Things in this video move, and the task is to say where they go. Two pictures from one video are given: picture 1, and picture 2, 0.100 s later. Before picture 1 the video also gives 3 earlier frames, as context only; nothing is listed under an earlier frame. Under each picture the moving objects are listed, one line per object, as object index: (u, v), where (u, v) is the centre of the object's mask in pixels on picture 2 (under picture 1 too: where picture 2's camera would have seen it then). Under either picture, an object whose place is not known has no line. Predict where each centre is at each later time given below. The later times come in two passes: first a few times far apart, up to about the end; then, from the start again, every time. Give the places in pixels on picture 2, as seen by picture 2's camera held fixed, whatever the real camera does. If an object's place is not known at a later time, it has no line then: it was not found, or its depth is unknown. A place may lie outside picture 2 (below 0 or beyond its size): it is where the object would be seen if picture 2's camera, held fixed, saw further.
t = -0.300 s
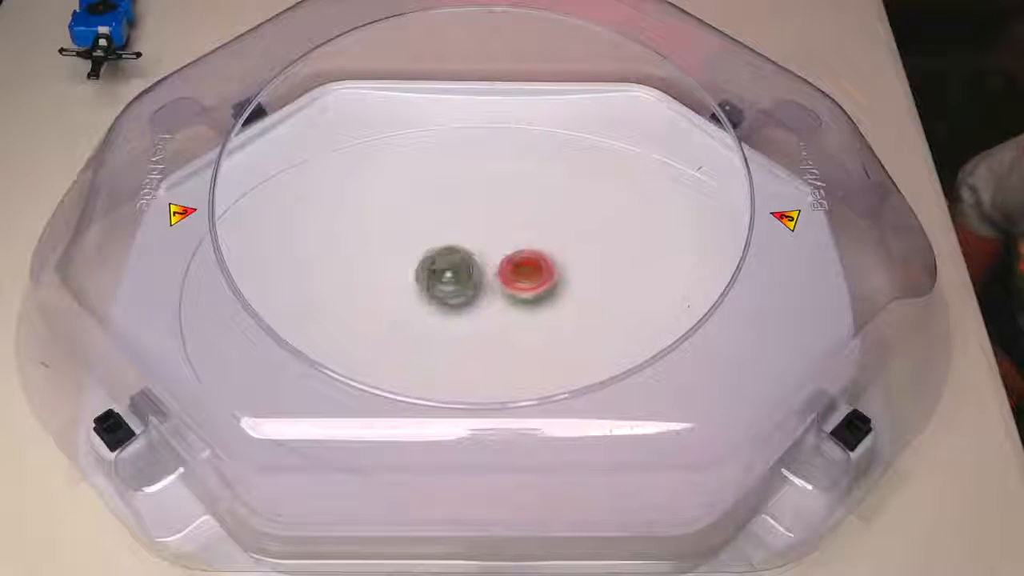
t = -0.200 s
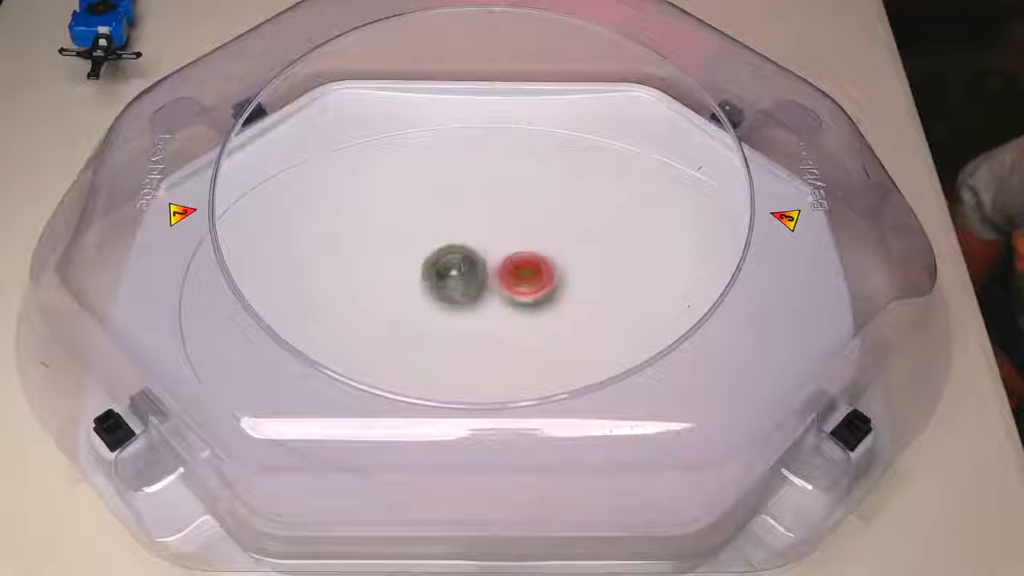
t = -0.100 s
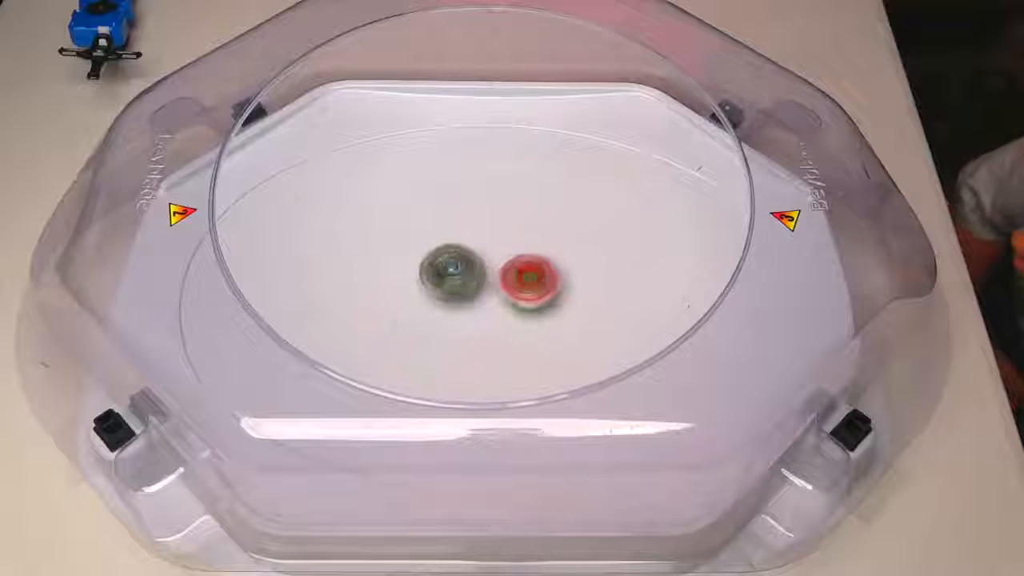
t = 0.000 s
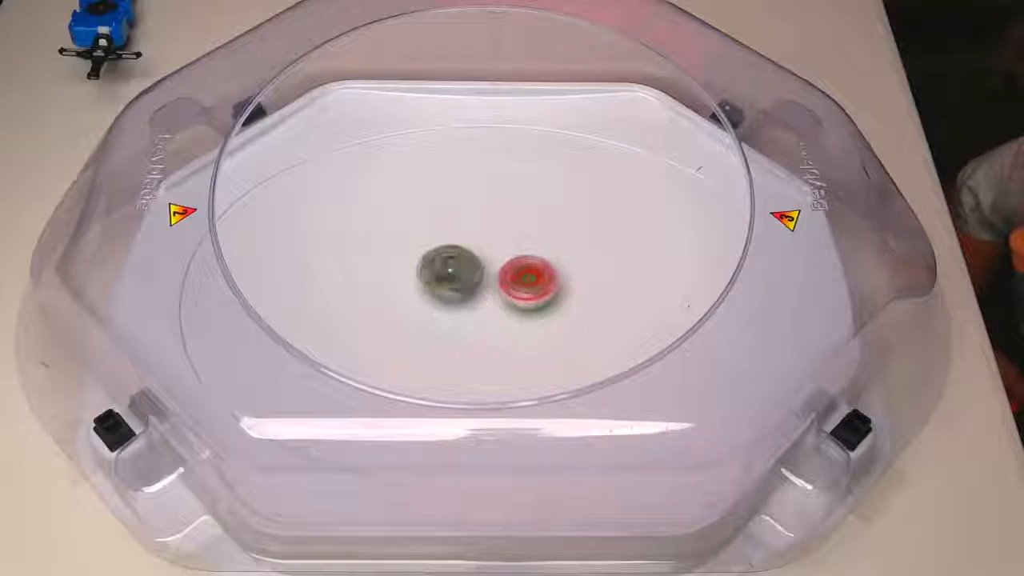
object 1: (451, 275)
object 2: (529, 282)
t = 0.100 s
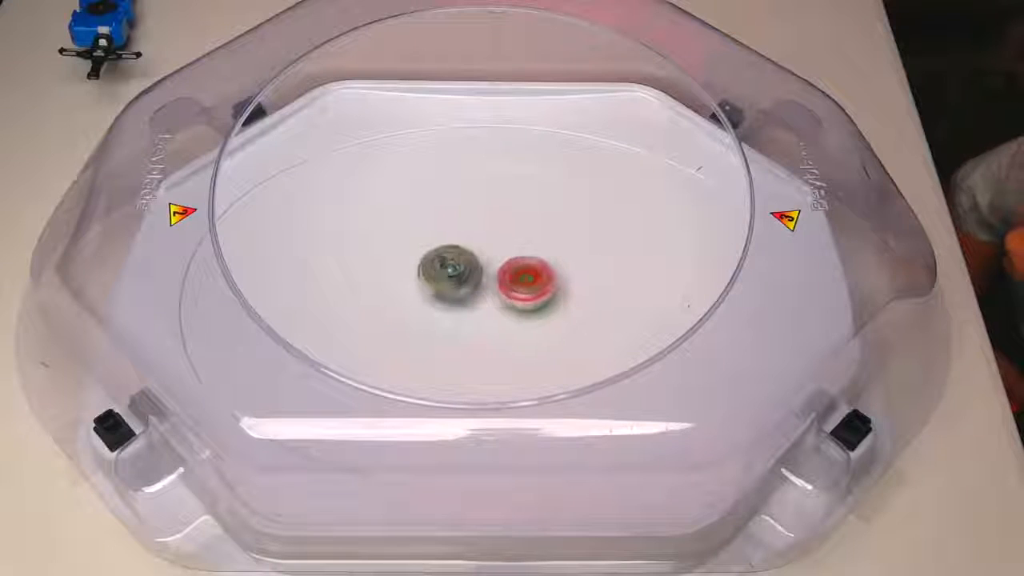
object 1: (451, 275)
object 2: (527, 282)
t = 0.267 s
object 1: (453, 277)
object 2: (521, 281)
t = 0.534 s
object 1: (442, 279)
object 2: (523, 282)
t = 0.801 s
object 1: (442, 280)
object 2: (520, 283)
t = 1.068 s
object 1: (445, 286)
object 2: (515, 281)
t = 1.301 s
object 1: (438, 289)
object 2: (516, 281)
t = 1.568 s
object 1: (434, 286)
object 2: (516, 280)
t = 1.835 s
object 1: (444, 289)
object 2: (514, 280)
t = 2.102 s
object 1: (439, 295)
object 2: (518, 283)
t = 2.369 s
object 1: (440, 300)
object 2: (515, 283)
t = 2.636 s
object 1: (446, 305)
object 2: (514, 282)
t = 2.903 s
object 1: (447, 307)
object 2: (518, 281)
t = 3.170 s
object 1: (451, 305)
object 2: (522, 284)
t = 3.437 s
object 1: (452, 299)
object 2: (525, 288)
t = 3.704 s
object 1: (436, 289)
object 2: (547, 296)
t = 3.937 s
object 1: (439, 281)
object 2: (546, 301)
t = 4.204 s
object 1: (452, 291)
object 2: (537, 296)
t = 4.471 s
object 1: (446, 304)
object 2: (538, 280)
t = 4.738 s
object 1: (441, 295)
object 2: (541, 277)
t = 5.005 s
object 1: (454, 293)
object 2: (537, 281)
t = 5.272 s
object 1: (456, 306)
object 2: (527, 277)
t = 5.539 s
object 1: (450, 301)
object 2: (528, 270)
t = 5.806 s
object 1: (458, 299)
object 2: (527, 269)
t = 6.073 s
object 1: (459, 304)
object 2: (521, 272)
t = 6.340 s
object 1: (455, 304)
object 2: (518, 268)
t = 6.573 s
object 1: (453, 298)
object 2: (520, 271)
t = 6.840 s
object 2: (520, 274)
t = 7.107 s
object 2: (515, 275)
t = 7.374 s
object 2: (516, 274)
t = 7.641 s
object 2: (517, 281)
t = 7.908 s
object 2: (523, 284)
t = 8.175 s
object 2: (518, 284)
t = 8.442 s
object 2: (545, 294)
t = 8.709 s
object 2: (544, 305)
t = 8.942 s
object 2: (521, 292)
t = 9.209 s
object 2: (526, 269)
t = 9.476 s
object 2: (531, 273)
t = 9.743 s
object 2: (512, 282)
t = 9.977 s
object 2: (511, 281)
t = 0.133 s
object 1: (451, 275)
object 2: (526, 283)
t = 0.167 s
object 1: (451, 275)
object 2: (524, 282)
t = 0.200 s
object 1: (452, 274)
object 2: (522, 281)
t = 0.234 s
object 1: (452, 274)
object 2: (522, 282)
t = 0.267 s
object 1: (453, 277)
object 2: (521, 281)
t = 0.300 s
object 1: (453, 277)
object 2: (520, 281)
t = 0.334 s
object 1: (450, 275)
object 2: (522, 282)
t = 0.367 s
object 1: (447, 277)
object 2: (523, 282)
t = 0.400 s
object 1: (445, 278)
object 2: (522, 282)
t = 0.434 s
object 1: (445, 278)
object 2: (523, 282)
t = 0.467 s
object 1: (444, 278)
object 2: (523, 282)
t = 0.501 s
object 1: (444, 278)
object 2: (523, 283)
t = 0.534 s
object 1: (442, 279)
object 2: (523, 282)
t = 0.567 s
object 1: (441, 279)
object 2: (523, 282)
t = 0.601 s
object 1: (441, 278)
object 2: (523, 282)
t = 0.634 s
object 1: (441, 279)
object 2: (523, 282)
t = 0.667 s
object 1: (442, 278)
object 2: (523, 282)
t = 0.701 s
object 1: (442, 278)
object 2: (521, 283)
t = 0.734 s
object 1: (442, 279)
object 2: (521, 282)
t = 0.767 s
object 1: (442, 279)
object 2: (520, 283)
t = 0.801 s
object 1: (442, 280)
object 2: (520, 283)
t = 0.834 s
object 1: (442, 281)
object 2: (519, 283)
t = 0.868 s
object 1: (443, 281)
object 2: (519, 283)
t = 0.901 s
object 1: (443, 280)
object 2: (519, 283)
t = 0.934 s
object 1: (444, 282)
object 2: (518, 283)
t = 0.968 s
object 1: (444, 283)
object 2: (516, 283)
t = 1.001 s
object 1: (445, 282)
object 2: (517, 283)
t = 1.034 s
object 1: (445, 285)
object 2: (516, 282)
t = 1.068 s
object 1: (445, 286)
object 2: (515, 281)
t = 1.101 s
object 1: (444, 287)
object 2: (515, 281)
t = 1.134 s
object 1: (443, 289)
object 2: (516, 281)
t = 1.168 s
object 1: (442, 288)
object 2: (516, 282)
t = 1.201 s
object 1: (442, 289)
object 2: (516, 281)
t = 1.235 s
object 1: (440, 289)
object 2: (516, 281)
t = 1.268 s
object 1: (439, 289)
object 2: (516, 281)
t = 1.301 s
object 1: (438, 289)
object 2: (516, 281)
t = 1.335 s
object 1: (437, 289)
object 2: (516, 281)
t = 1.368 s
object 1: (436, 289)
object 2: (516, 280)
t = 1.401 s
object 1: (436, 289)
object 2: (516, 280)
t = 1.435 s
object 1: (435, 289)
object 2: (516, 280)
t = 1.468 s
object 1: (435, 289)
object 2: (516, 280)
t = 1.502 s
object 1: (435, 288)
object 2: (516, 280)
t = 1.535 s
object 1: (434, 287)
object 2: (516, 280)
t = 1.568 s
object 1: (434, 286)
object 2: (516, 280)
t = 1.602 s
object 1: (436, 287)
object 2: (516, 280)
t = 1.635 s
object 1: (435, 286)
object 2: (515, 280)
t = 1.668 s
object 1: (435, 286)
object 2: (515, 280)
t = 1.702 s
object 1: (439, 287)
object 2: (514, 280)
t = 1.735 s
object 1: (439, 288)
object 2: (514, 280)
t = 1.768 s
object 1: (440, 287)
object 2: (514, 280)
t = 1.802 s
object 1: (443, 288)
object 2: (514, 280)
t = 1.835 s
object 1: (444, 289)
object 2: (514, 280)
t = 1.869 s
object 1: (442, 290)
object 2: (515, 280)
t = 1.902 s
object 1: (442, 289)
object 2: (517, 281)
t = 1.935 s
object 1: (442, 290)
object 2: (518, 282)
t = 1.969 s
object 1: (441, 291)
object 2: (517, 282)
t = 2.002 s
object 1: (441, 292)
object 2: (518, 282)
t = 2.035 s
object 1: (441, 293)
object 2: (518, 282)
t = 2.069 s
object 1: (439, 292)
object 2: (518, 282)
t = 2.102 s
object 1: (439, 295)
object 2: (518, 283)
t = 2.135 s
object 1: (439, 295)
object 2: (518, 283)
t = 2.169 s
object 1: (439, 296)
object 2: (518, 283)
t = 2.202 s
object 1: (439, 297)
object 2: (518, 283)
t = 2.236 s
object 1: (440, 298)
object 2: (518, 283)
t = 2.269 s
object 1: (440, 298)
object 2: (516, 283)
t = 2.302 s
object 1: (440, 296)
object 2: (516, 283)
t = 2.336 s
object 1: (441, 299)
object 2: (516, 283)
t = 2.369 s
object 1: (440, 300)
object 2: (515, 283)
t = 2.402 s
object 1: (441, 298)
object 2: (514, 283)
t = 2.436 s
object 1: (442, 299)
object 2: (514, 283)
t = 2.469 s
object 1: (443, 300)
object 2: (513, 283)
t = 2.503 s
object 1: (444, 300)
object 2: (513, 283)
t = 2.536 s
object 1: (445, 300)
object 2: (512, 283)
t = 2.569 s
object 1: (446, 301)
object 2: (512, 282)
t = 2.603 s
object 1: (448, 305)
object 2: (511, 282)
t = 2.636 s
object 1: (446, 305)
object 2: (514, 282)
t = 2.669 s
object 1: (445, 304)
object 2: (515, 282)
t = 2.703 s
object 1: (445, 306)
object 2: (514, 281)
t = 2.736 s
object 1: (444, 306)
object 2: (515, 281)
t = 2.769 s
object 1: (444, 306)
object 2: (517, 281)
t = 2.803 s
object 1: (444, 306)
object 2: (517, 281)
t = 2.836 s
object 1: (444, 306)
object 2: (517, 281)
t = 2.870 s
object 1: (448, 307)
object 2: (518, 281)
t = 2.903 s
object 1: (447, 307)
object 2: (518, 281)
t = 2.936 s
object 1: (446, 305)
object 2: (518, 282)
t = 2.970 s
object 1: (449, 307)
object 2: (517, 282)
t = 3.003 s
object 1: (448, 306)
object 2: (517, 282)
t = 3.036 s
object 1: (449, 303)
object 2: (518, 283)
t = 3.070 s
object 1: (452, 305)
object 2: (518, 283)
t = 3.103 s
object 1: (453, 305)
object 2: (517, 283)
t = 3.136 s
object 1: (452, 302)
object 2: (517, 284)
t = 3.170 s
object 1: (451, 305)
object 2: (522, 284)
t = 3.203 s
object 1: (450, 303)
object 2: (524, 285)
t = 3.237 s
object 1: (452, 305)
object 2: (524, 286)
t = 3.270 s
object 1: (451, 303)
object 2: (524, 286)
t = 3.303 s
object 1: (451, 302)
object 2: (525, 286)
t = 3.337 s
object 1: (451, 301)
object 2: (525, 286)
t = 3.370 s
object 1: (452, 303)
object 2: (524, 287)
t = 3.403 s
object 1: (452, 301)
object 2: (525, 287)
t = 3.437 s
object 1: (452, 299)
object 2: (525, 288)
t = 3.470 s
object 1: (453, 300)
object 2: (525, 289)
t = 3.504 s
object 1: (453, 300)
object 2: (524, 288)
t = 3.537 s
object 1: (455, 298)
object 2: (525, 289)
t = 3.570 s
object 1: (448, 296)
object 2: (532, 290)
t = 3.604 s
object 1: (441, 294)
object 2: (539, 292)
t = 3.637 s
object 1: (437, 290)
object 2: (543, 293)
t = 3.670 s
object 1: (434, 290)
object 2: (545, 295)
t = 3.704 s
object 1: (436, 289)
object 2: (547, 296)
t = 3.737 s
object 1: (437, 289)
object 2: (547, 296)
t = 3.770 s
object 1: (433, 286)
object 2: (548, 297)
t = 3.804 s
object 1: (437, 285)
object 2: (547, 297)
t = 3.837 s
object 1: (438, 283)
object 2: (547, 299)
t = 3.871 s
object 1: (440, 282)
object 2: (547, 300)
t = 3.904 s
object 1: (438, 281)
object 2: (547, 300)
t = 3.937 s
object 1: (439, 281)
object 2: (546, 301)
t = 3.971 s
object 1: (442, 280)
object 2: (545, 301)
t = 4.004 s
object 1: (444, 281)
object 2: (544, 301)
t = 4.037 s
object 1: (445, 282)
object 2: (543, 301)
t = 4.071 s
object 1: (449, 283)
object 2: (541, 300)
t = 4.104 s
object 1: (449, 284)
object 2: (540, 299)
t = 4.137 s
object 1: (451, 287)
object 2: (540, 298)
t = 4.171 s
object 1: (453, 289)
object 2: (537, 297)
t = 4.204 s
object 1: (452, 291)
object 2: (537, 296)
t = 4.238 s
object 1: (452, 292)
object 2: (537, 294)
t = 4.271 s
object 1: (451, 295)
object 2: (536, 292)
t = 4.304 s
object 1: (452, 296)
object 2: (535, 290)
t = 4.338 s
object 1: (451, 298)
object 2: (535, 289)
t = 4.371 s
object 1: (449, 301)
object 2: (536, 286)
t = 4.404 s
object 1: (449, 301)
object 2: (536, 284)
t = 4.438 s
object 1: (447, 303)
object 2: (536, 283)
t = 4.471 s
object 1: (446, 304)
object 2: (538, 280)
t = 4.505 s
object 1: (444, 304)
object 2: (539, 279)
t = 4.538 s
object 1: (443, 304)
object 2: (539, 278)
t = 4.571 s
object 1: (442, 303)
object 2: (540, 278)
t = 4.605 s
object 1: (441, 302)
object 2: (540, 277)
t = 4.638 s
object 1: (441, 301)
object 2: (540, 277)
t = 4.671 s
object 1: (440, 299)
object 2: (541, 276)
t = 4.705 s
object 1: (441, 298)
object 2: (542, 276)
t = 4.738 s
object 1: (441, 295)
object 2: (541, 277)
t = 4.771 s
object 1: (442, 295)
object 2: (542, 278)
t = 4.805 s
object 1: (443, 292)
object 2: (542, 278)
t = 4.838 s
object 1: (445, 291)
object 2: (542, 279)
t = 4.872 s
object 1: (447, 291)
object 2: (541, 279)
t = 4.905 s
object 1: (450, 292)
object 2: (540, 280)
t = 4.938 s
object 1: (451, 293)
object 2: (540, 280)
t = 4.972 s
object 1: (454, 293)
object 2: (538, 281)
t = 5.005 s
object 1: (454, 293)
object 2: (537, 281)
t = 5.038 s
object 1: (456, 295)
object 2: (535, 281)
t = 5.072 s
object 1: (457, 297)
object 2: (535, 280)
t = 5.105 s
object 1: (458, 298)
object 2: (533, 281)
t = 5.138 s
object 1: (458, 300)
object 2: (531, 280)
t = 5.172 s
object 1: (458, 301)
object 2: (530, 279)
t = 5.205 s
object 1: (458, 303)
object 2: (529, 278)
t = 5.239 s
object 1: (457, 304)
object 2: (530, 278)
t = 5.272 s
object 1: (456, 306)
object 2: (527, 277)
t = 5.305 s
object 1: (455, 306)
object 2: (526, 277)
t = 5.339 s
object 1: (454, 308)
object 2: (526, 275)
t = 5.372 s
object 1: (452, 305)
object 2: (525, 274)
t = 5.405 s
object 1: (453, 307)
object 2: (527, 274)
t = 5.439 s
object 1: (452, 307)
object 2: (527, 273)
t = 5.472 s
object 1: (451, 305)
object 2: (528, 272)
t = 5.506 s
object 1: (450, 303)
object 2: (528, 271)
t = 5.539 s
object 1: (450, 301)
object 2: (528, 270)
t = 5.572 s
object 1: (450, 301)
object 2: (529, 270)
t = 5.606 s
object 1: (451, 300)
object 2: (529, 270)
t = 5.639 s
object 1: (451, 299)
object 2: (529, 269)
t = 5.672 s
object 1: (453, 298)
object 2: (529, 269)
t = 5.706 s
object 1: (453, 299)
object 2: (527, 269)
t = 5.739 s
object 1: (455, 297)
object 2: (527, 269)
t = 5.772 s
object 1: (457, 298)
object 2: (528, 270)
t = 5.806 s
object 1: (458, 299)
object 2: (527, 269)
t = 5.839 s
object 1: (459, 299)
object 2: (527, 271)
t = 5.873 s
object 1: (460, 300)
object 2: (526, 271)
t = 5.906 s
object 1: (461, 301)
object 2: (525, 271)
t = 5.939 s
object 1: (463, 302)
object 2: (525, 272)
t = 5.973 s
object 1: (464, 303)
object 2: (522, 271)
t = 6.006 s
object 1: (463, 303)
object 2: (520, 271)
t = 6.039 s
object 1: (460, 305)
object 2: (521, 271)
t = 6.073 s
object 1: (459, 304)
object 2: (521, 272)
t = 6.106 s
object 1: (460, 307)
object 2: (520, 272)
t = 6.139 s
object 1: (459, 307)
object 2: (518, 270)
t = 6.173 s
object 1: (457, 307)
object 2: (519, 269)
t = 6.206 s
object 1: (456, 306)
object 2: (520, 269)
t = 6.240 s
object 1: (455, 305)
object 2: (518, 271)
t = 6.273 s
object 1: (455, 306)
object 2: (516, 270)
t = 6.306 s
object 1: (455, 301)
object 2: (516, 268)
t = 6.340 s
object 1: (455, 304)
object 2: (518, 268)
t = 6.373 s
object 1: (455, 302)
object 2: (517, 270)
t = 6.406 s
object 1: (455, 300)
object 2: (516, 270)
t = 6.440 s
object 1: (454, 300)
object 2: (518, 268)
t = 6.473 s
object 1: (453, 298)
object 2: (522, 268)
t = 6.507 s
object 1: (451, 300)
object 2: (523, 270)
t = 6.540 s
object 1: (451, 298)
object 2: (522, 271)
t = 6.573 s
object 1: (453, 298)
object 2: (520, 271)
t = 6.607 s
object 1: (455, 298)
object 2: (521, 270)
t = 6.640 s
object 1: (455, 298)
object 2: (522, 270)
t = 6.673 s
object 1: (455, 299)
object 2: (521, 271)
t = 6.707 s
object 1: (455, 295)
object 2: (520, 273)
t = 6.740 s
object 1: (457, 295)
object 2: (519, 273)
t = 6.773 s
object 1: (458, 297)
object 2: (519, 273)
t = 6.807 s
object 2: (519, 273)
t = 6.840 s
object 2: (520, 274)
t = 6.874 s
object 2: (520, 275)
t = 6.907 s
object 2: (518, 276)
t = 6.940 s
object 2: (517, 276)
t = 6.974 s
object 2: (516, 275)
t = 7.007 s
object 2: (516, 276)
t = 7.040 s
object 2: (515, 275)
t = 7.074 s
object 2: (515, 276)
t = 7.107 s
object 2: (515, 275)
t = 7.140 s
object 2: (514, 275)
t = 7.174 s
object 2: (515, 274)
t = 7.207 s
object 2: (515, 275)
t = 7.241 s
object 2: (517, 274)
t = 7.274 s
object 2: (516, 276)
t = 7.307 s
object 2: (516, 276)
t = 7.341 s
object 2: (516, 275)
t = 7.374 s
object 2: (516, 274)
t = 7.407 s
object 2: (517, 275)
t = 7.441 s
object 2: (517, 276)
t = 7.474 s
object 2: (516, 278)
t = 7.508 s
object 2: (516, 277)
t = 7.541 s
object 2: (516, 277)
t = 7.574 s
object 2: (516, 277)
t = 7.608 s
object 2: (519, 279)
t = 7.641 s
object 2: (517, 281)
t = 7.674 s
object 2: (515, 279)
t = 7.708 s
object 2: (521, 280)
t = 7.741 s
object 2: (524, 282)
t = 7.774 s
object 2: (522, 285)
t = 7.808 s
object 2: (521, 284)
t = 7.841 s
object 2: (521, 283)
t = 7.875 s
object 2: (522, 283)
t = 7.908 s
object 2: (523, 284)
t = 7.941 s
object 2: (522, 286)
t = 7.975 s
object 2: (520, 286)
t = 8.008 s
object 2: (520, 286)
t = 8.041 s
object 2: (521, 286)
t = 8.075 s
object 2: (519, 286)
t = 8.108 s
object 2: (519, 286)
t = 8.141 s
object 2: (518, 285)
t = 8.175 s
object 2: (518, 284)
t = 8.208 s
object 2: (518, 283)
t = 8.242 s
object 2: (518, 283)
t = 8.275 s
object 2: (522, 285)
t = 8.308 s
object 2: (529, 288)
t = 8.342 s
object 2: (535, 291)
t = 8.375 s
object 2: (539, 292)
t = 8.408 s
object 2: (543, 293)
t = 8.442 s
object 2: (545, 294)
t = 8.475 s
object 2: (547, 295)
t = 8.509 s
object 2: (548, 298)
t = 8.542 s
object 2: (550, 300)
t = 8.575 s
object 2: (549, 302)
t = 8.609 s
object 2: (547, 304)
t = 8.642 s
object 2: (546, 305)
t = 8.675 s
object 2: (545, 306)
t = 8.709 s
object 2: (544, 305)
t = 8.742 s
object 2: (541, 305)
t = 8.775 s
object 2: (538, 304)
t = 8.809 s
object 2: (533, 303)
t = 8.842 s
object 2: (531, 301)
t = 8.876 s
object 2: (527, 300)
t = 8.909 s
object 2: (526, 297)
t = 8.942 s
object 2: (521, 292)
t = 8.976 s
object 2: (520, 289)
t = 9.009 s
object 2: (519, 286)
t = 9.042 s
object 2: (518, 281)
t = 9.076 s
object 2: (519, 278)
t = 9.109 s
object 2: (520, 276)
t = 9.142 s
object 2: (522, 272)
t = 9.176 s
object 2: (523, 270)
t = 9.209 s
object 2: (526, 269)
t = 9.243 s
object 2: (529, 267)
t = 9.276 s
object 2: (529, 268)
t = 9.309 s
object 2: (530, 268)
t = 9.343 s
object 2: (530, 268)
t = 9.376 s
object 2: (530, 269)
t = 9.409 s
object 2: (531, 270)
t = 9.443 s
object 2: (531, 272)
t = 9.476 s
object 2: (531, 273)
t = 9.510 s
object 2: (528, 274)
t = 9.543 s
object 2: (527, 277)
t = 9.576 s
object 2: (524, 278)
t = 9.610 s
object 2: (521, 280)
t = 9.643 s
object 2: (518, 282)
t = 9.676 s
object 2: (515, 282)
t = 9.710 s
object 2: (511, 281)
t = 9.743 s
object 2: (512, 282)
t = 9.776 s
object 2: (511, 284)
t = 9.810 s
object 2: (510, 284)
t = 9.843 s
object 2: (509, 284)
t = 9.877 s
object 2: (507, 283)
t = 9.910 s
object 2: (508, 281)
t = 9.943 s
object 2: (509, 281)
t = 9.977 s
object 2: (511, 281)
